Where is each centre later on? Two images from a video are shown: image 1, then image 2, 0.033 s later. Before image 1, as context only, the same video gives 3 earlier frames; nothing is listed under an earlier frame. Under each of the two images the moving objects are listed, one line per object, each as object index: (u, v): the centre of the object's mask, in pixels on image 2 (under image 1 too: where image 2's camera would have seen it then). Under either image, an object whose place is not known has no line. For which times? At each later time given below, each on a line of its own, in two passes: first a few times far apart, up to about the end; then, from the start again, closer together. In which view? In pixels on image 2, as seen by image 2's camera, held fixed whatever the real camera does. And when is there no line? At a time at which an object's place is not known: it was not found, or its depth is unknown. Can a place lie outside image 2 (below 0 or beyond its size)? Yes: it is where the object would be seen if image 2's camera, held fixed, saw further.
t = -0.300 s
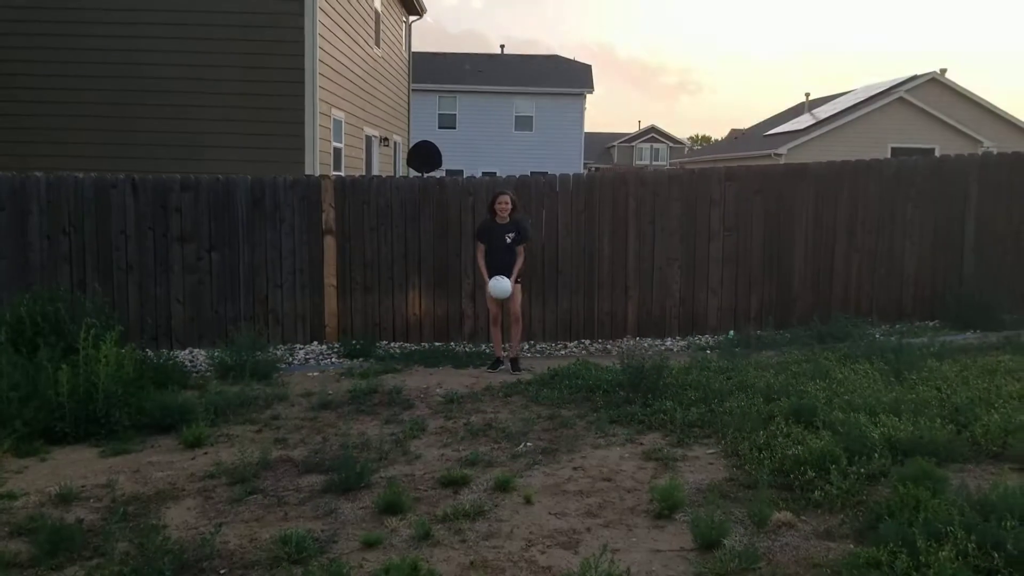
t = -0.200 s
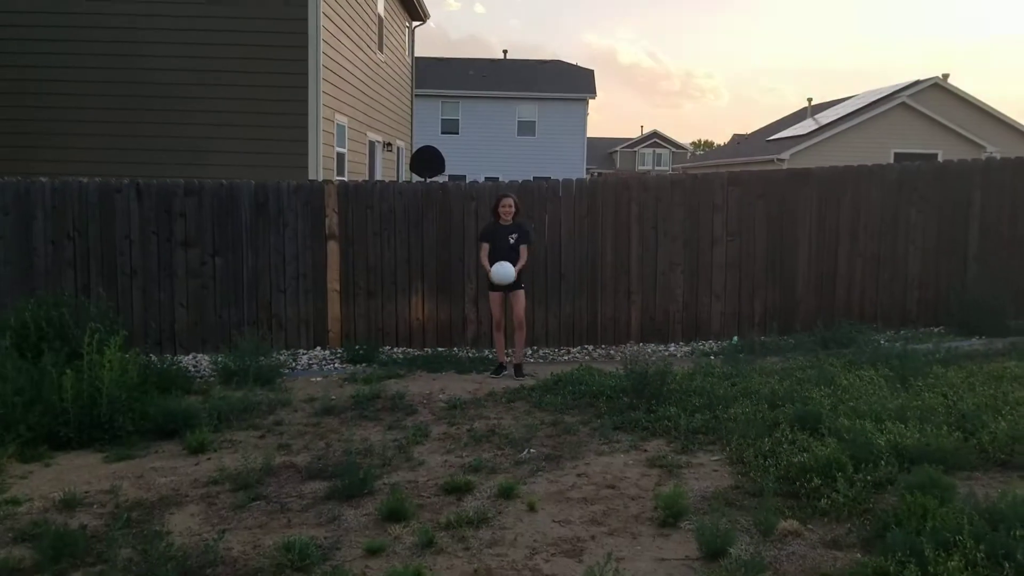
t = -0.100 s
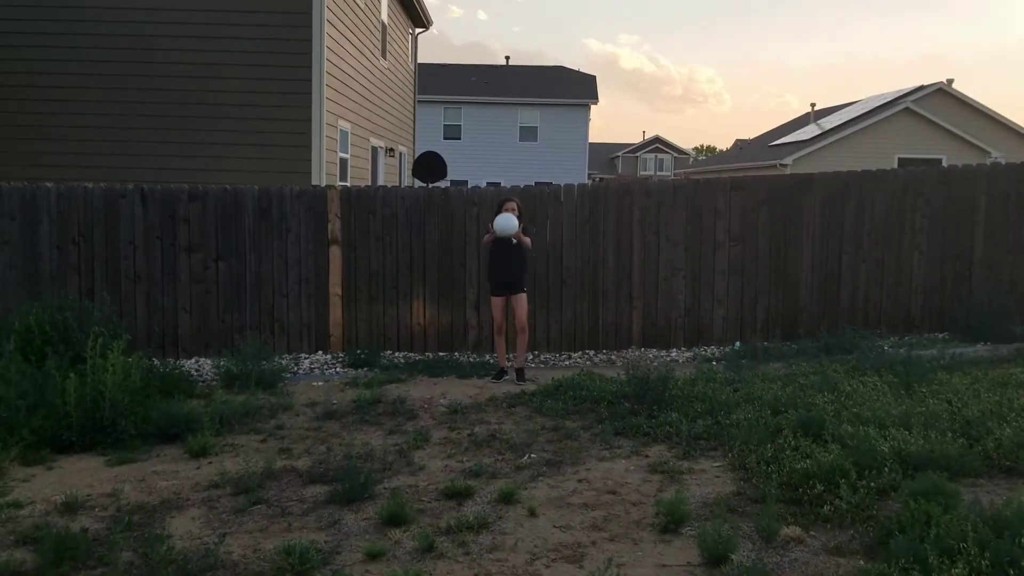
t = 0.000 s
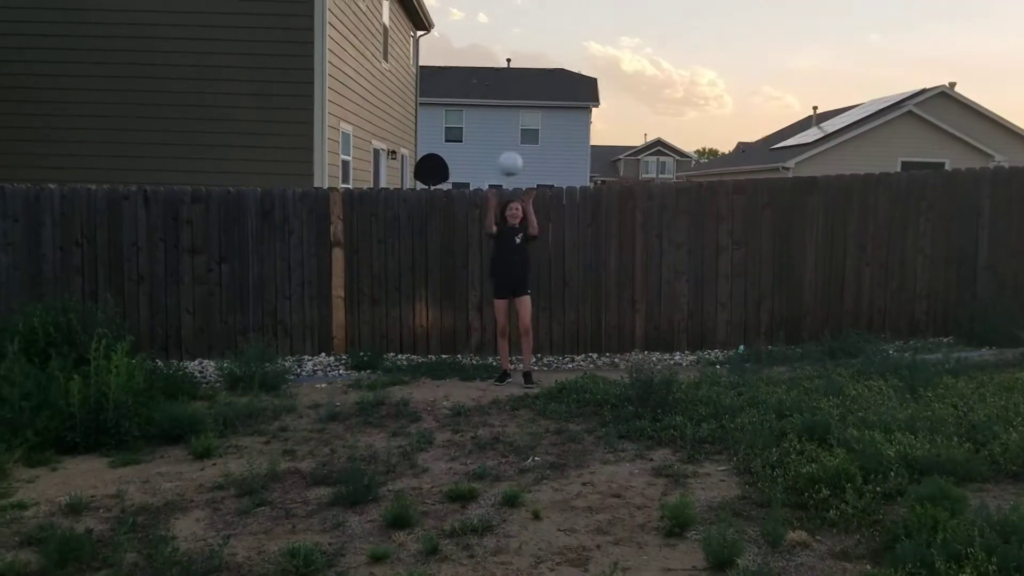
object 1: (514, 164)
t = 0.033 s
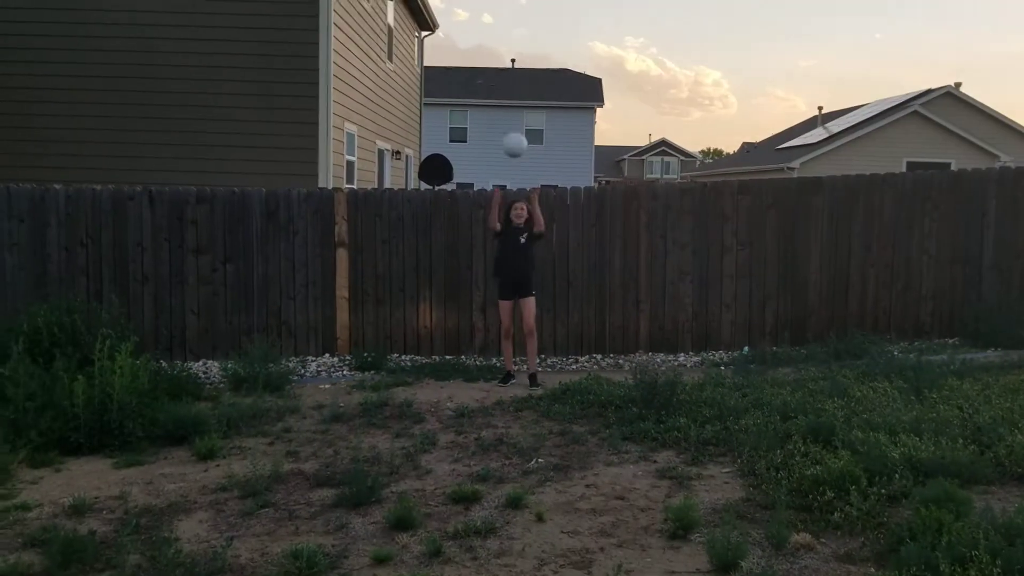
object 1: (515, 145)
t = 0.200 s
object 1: (517, 68)
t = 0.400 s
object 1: (520, 22)
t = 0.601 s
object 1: (521, 21)
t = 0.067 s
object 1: (515, 127)
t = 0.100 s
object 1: (516, 111)
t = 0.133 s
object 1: (516, 95)
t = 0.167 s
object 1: (517, 80)
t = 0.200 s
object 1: (517, 68)
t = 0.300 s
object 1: (519, 40)
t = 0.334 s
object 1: (519, 33)
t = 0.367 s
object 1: (520, 27)
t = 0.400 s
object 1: (520, 22)
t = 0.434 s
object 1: (520, 19)
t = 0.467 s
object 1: (521, 17)
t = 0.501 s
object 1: (521, 17)
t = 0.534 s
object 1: (521, 17)
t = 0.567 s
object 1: (521, 18)
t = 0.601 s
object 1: (521, 21)
